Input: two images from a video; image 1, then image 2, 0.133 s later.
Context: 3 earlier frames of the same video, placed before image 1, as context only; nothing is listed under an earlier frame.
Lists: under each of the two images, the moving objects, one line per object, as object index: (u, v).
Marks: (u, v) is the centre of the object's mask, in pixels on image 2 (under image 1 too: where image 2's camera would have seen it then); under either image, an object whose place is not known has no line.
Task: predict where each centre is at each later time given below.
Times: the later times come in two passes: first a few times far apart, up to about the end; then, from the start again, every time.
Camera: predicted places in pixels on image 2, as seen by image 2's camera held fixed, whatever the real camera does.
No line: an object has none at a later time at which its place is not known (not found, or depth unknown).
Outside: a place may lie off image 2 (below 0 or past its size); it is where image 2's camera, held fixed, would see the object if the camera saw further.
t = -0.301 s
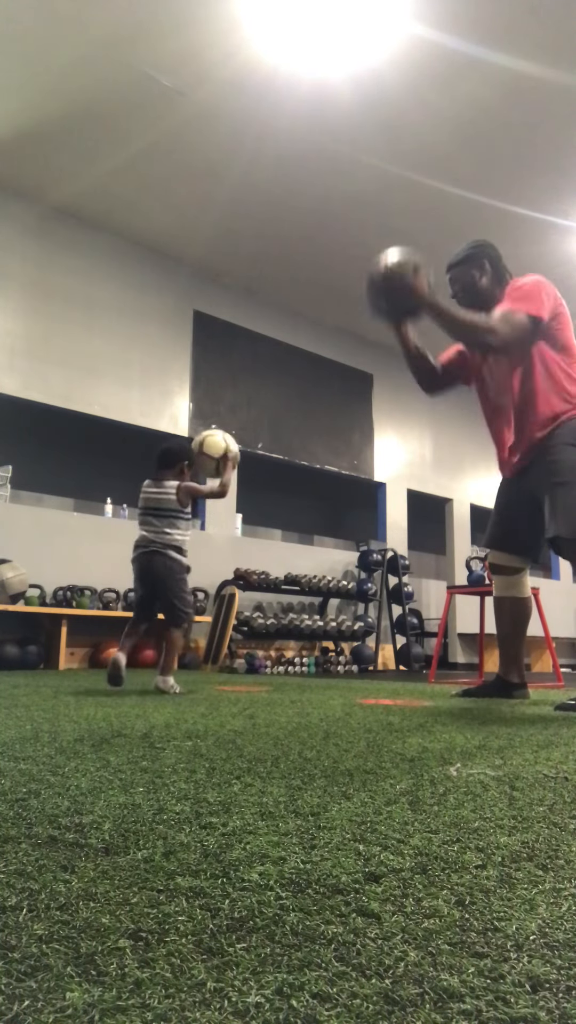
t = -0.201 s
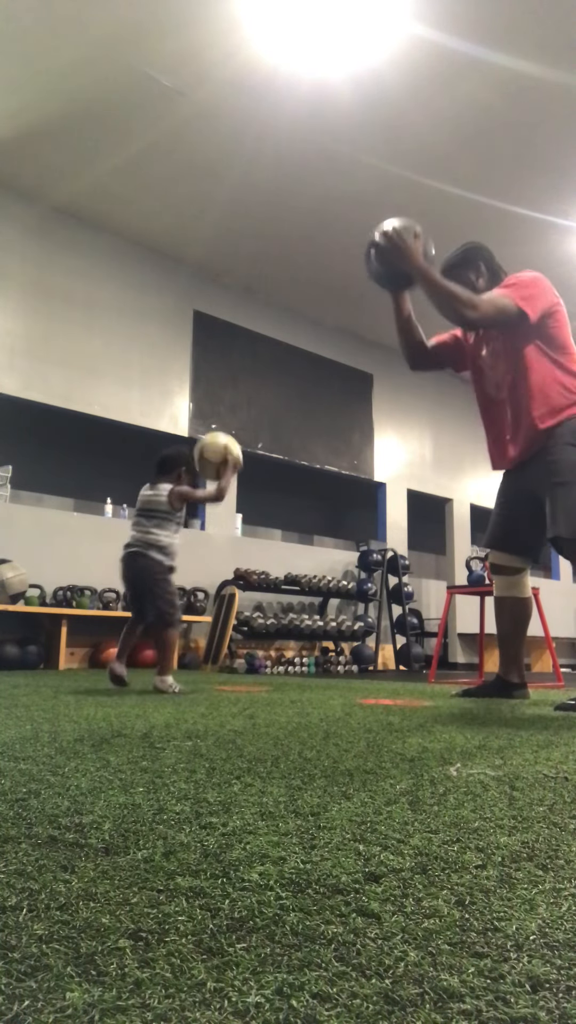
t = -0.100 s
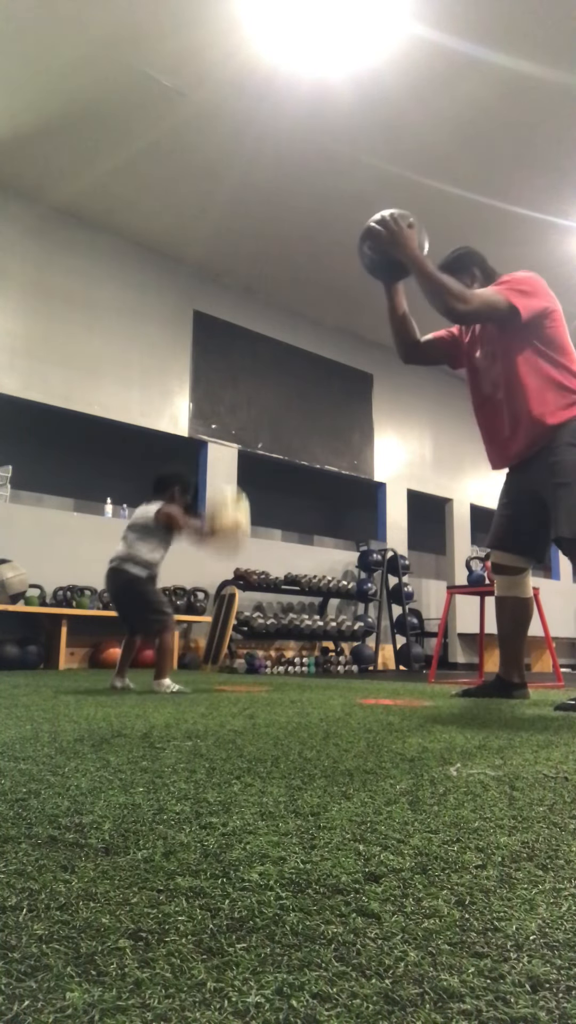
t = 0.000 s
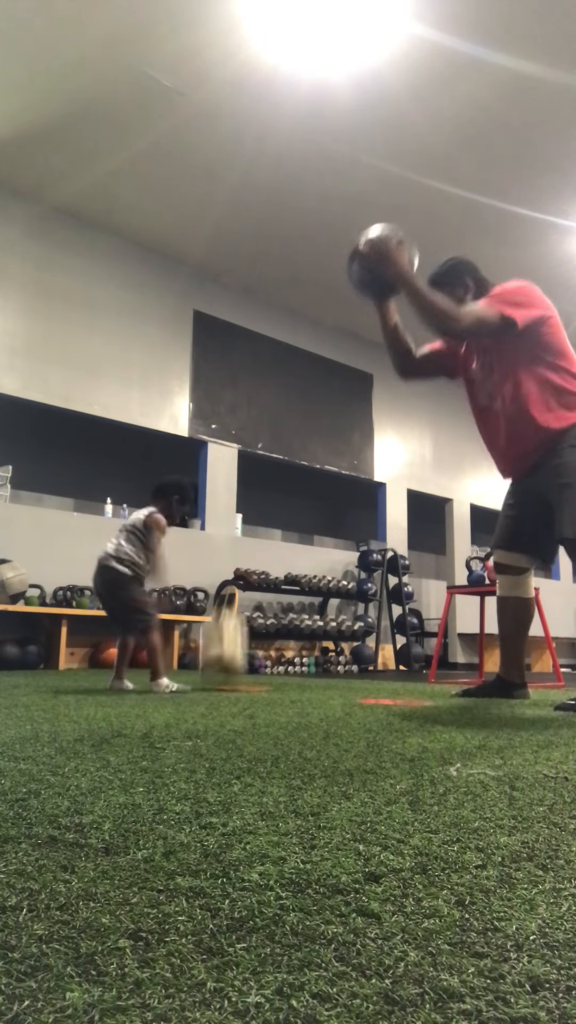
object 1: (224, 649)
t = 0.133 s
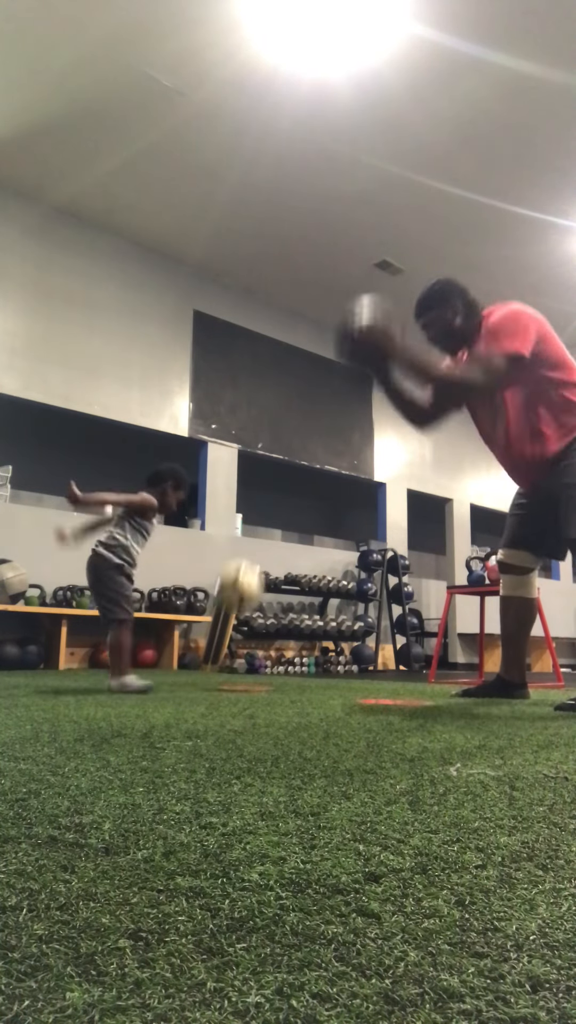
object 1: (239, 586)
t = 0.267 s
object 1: (258, 531)
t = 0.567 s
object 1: (291, 553)
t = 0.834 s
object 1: (318, 633)
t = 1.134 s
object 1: (342, 627)
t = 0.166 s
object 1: (245, 567)
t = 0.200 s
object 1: (249, 554)
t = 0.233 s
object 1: (254, 540)
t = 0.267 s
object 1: (258, 531)
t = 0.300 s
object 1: (262, 524)
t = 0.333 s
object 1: (265, 520)
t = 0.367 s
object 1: (269, 518)
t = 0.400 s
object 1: (273, 518)
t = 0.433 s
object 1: (276, 520)
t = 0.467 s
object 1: (280, 525)
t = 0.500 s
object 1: (284, 531)
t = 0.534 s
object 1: (287, 541)
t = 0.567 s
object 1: (291, 553)
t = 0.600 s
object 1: (295, 567)
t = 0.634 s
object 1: (299, 587)
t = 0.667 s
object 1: (302, 606)
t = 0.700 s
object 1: (305, 627)
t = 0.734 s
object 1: (310, 652)
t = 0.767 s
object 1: (313, 664)
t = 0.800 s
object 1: (316, 647)
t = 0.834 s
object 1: (318, 633)
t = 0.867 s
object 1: (321, 624)
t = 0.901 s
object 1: (323, 616)
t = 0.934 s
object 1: (327, 610)
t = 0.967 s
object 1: (330, 606)
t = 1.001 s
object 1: (332, 606)
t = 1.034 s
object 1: (334, 608)
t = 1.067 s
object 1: (337, 613)
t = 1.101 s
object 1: (340, 619)
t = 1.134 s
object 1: (342, 627)
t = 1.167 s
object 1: (345, 640)
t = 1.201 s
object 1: (347, 652)
